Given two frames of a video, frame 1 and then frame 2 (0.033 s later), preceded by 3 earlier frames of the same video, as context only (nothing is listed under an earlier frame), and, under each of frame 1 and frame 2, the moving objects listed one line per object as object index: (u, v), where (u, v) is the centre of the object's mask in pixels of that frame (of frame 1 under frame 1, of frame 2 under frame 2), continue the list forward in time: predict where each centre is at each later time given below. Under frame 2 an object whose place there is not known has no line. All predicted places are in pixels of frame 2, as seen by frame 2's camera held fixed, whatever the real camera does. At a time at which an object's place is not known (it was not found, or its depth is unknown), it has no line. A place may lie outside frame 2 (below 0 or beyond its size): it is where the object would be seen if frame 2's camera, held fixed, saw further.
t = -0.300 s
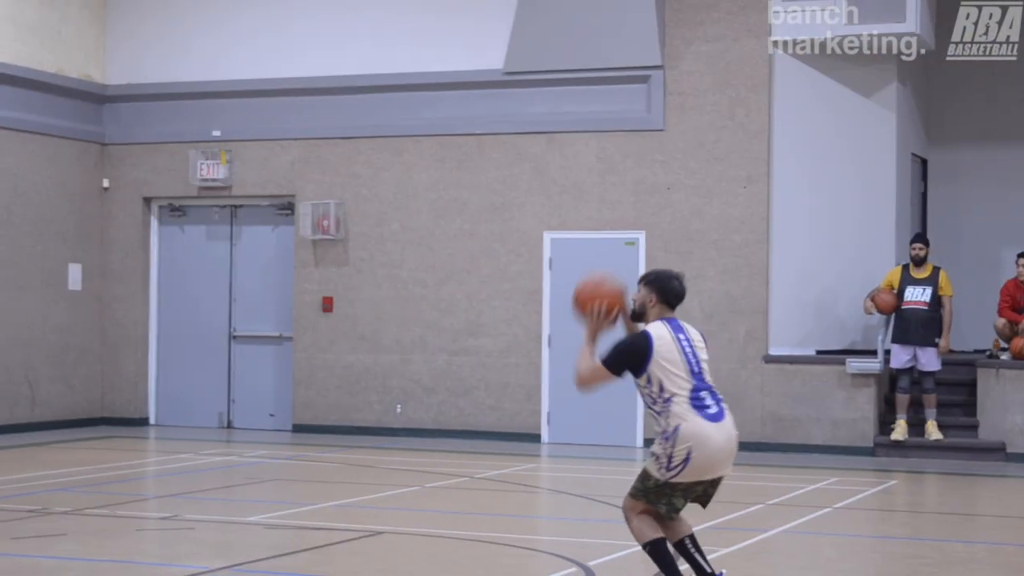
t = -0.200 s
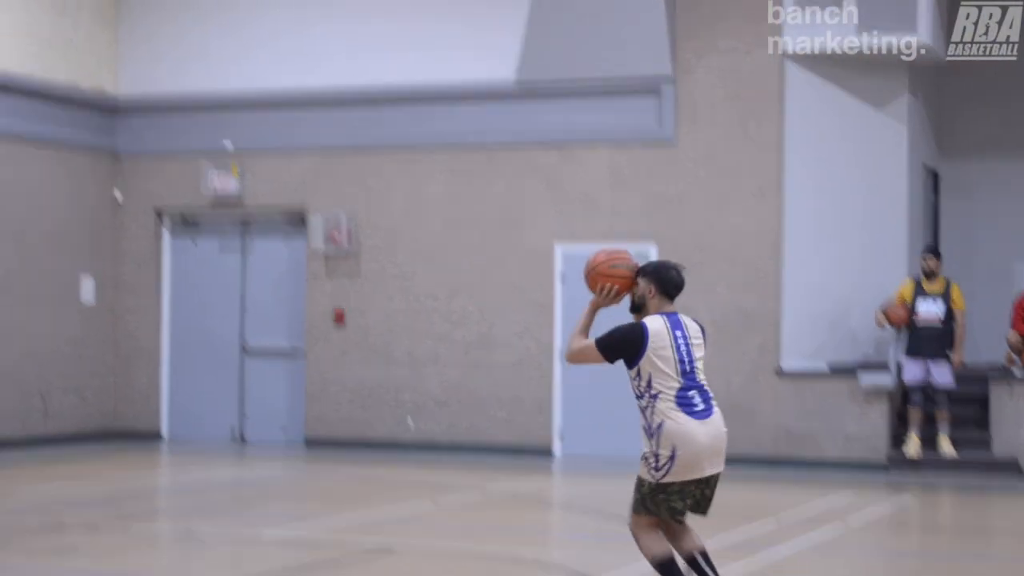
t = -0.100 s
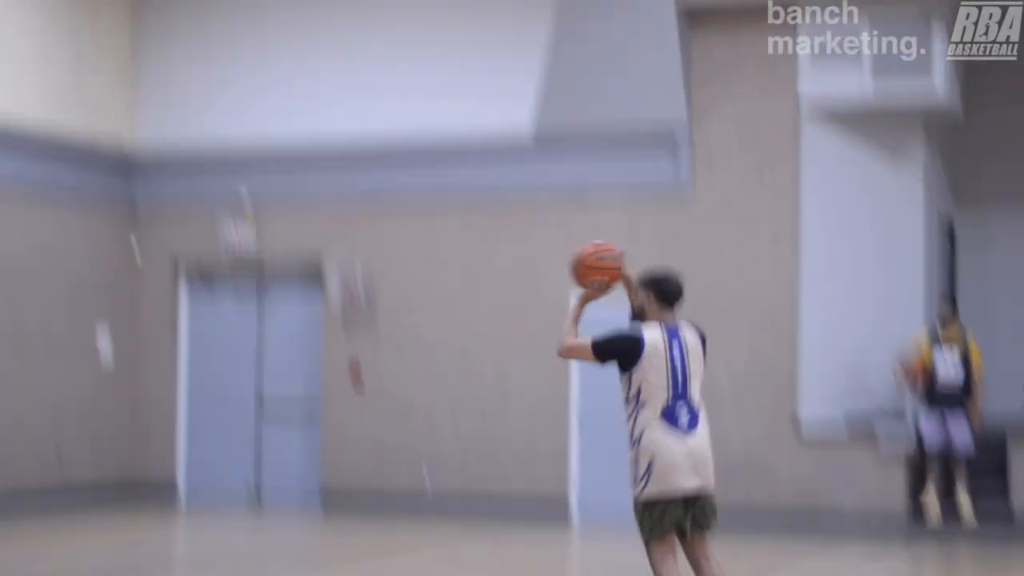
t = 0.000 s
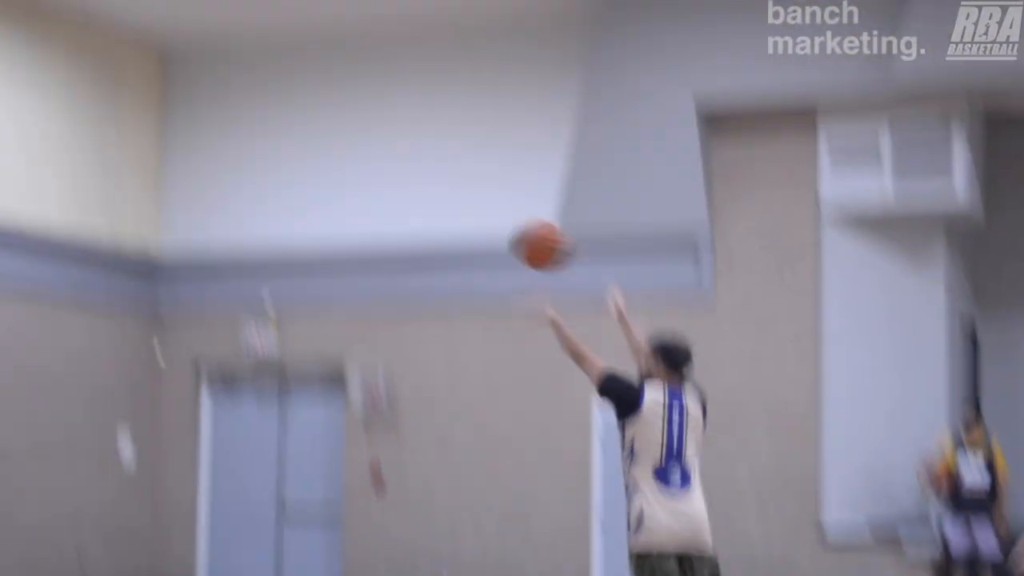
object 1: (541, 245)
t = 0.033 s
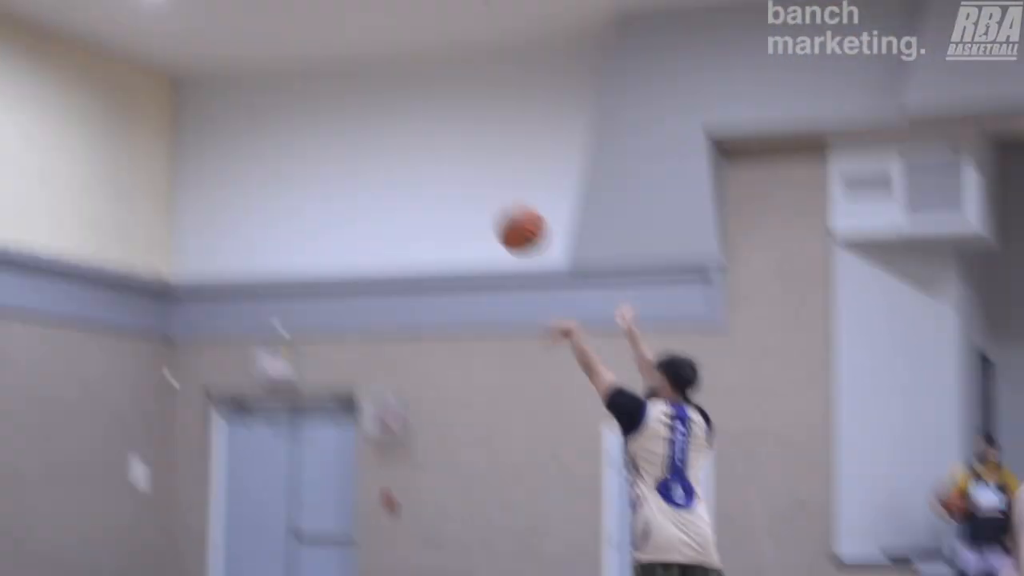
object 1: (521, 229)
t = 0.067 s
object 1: (490, 192)
